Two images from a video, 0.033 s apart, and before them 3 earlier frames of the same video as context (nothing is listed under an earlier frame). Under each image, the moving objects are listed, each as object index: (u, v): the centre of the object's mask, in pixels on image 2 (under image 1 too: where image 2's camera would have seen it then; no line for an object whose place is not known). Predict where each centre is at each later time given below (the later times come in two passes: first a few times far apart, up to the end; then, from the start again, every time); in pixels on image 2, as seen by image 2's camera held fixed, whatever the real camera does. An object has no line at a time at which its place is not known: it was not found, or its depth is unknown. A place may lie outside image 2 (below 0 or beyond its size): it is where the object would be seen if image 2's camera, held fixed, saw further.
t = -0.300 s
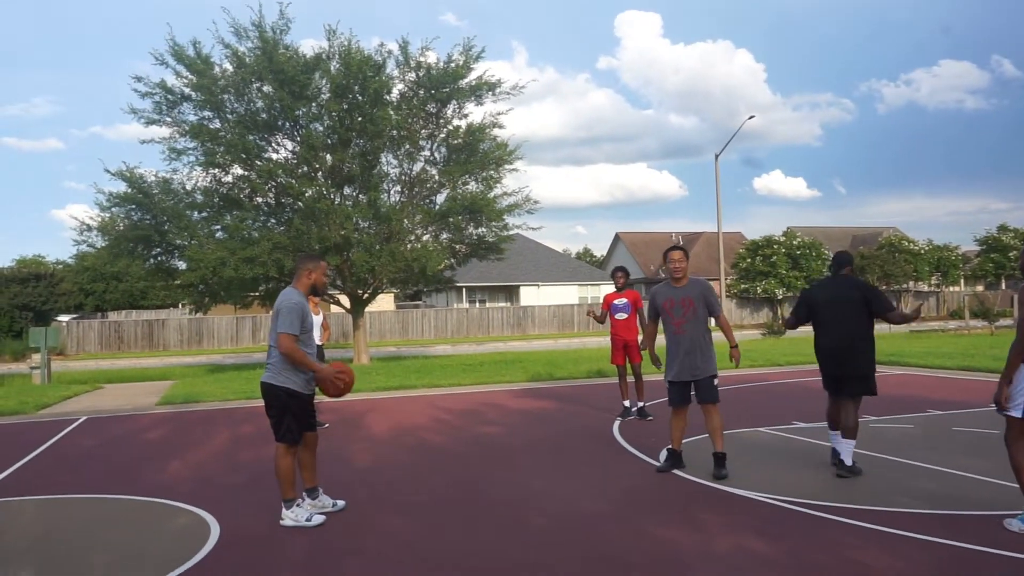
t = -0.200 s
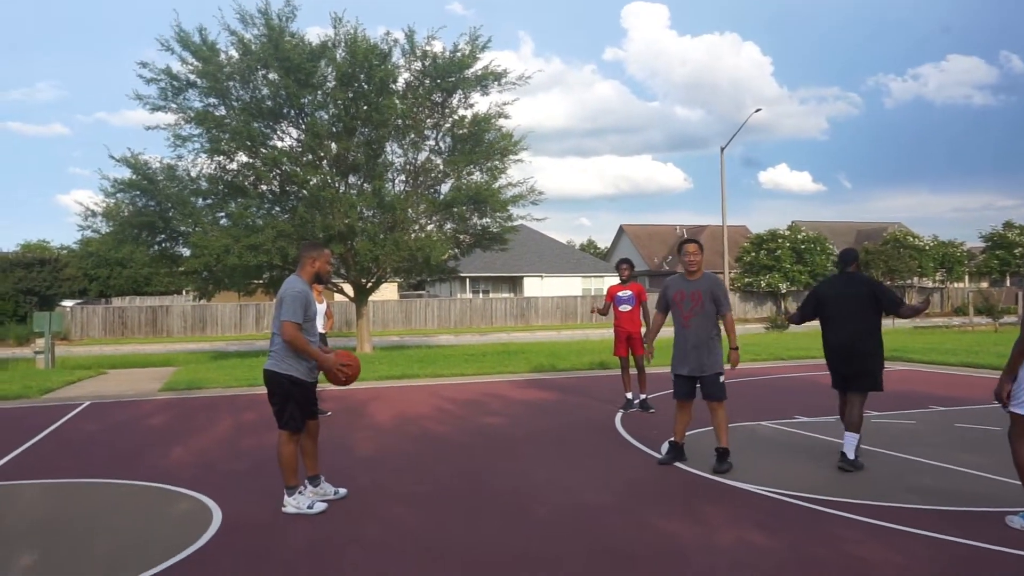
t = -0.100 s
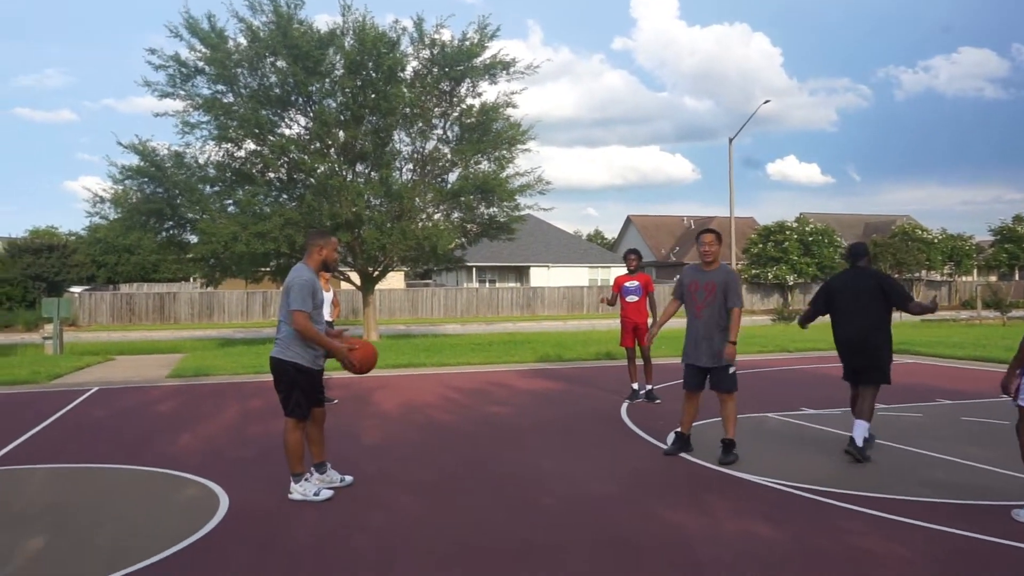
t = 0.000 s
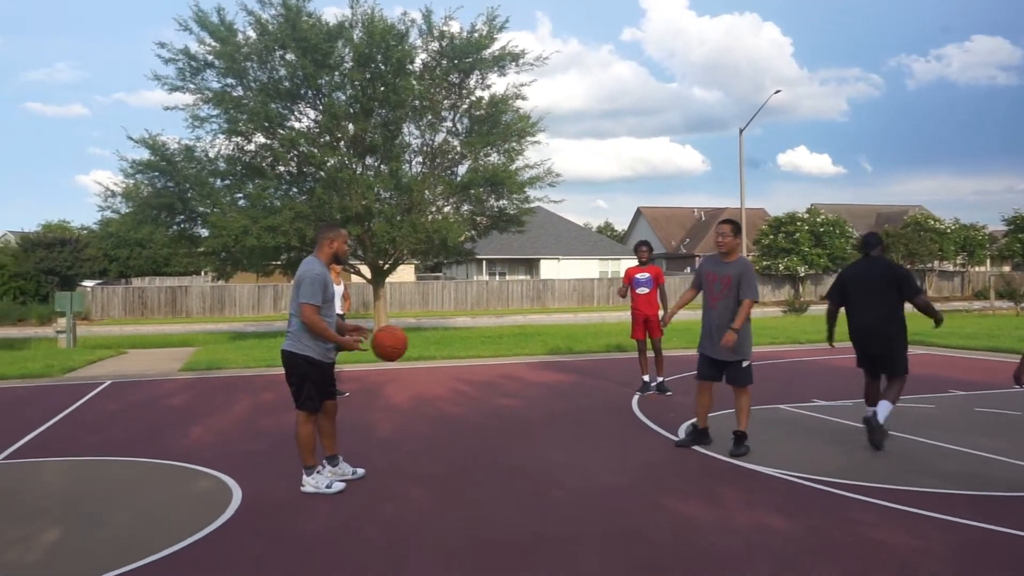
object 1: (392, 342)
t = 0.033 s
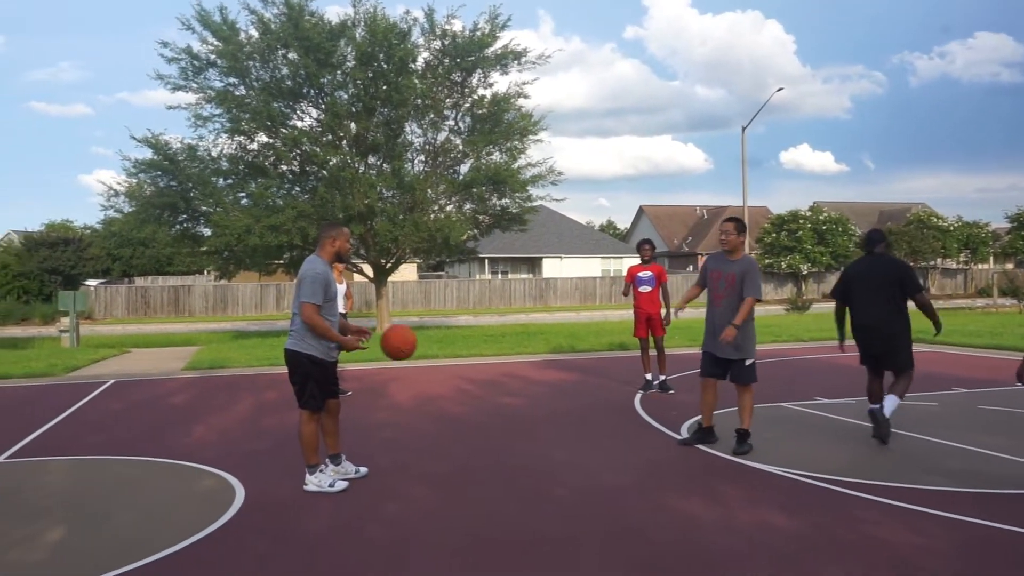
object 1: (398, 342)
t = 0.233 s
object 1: (438, 379)
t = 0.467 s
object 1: (483, 437)
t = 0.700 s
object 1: (527, 374)
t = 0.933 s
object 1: (571, 388)
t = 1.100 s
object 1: (601, 442)
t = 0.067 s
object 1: (405, 344)
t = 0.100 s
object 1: (411, 347)
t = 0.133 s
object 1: (418, 353)
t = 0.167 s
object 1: (424, 360)
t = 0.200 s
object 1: (431, 368)
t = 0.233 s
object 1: (438, 379)
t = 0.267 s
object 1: (444, 391)
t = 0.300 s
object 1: (451, 404)
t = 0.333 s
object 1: (457, 418)
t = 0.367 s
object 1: (463, 434)
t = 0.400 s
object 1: (470, 451)
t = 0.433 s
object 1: (476, 452)
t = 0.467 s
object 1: (483, 437)
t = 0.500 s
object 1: (489, 424)
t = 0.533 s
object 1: (495, 411)
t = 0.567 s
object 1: (501, 402)
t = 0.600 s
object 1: (508, 393)
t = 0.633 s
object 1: (514, 384)
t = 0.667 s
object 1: (521, 379)
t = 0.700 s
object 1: (527, 374)
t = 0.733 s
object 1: (533, 372)
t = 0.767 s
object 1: (539, 371)
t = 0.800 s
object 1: (545, 371)
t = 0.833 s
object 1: (552, 373)
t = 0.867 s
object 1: (558, 376)
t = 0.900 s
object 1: (565, 381)
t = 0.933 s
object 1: (571, 388)
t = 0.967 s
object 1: (577, 396)
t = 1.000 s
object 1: (583, 405)
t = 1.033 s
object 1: (589, 415)
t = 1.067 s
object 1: (595, 428)
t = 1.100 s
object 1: (601, 442)
